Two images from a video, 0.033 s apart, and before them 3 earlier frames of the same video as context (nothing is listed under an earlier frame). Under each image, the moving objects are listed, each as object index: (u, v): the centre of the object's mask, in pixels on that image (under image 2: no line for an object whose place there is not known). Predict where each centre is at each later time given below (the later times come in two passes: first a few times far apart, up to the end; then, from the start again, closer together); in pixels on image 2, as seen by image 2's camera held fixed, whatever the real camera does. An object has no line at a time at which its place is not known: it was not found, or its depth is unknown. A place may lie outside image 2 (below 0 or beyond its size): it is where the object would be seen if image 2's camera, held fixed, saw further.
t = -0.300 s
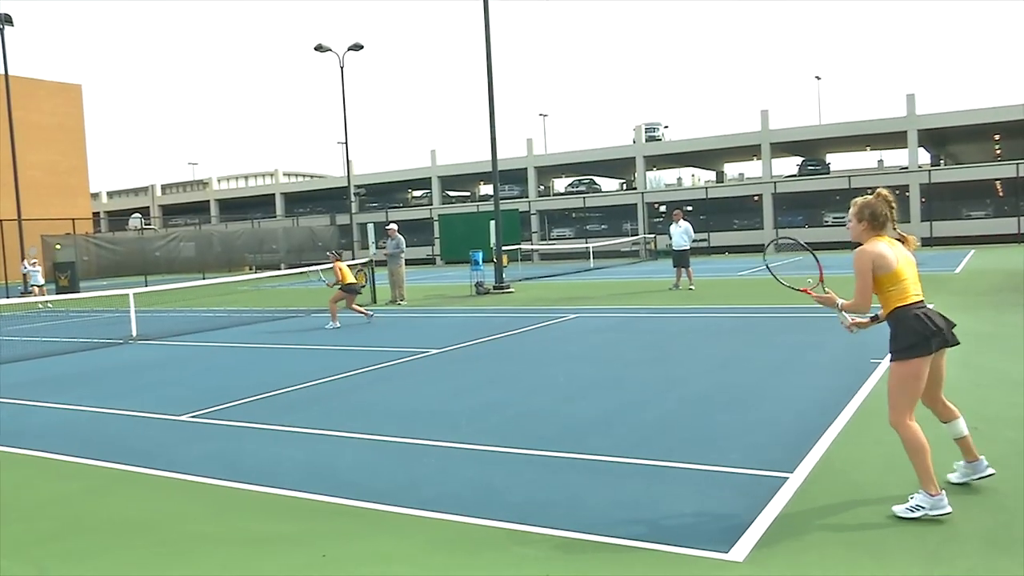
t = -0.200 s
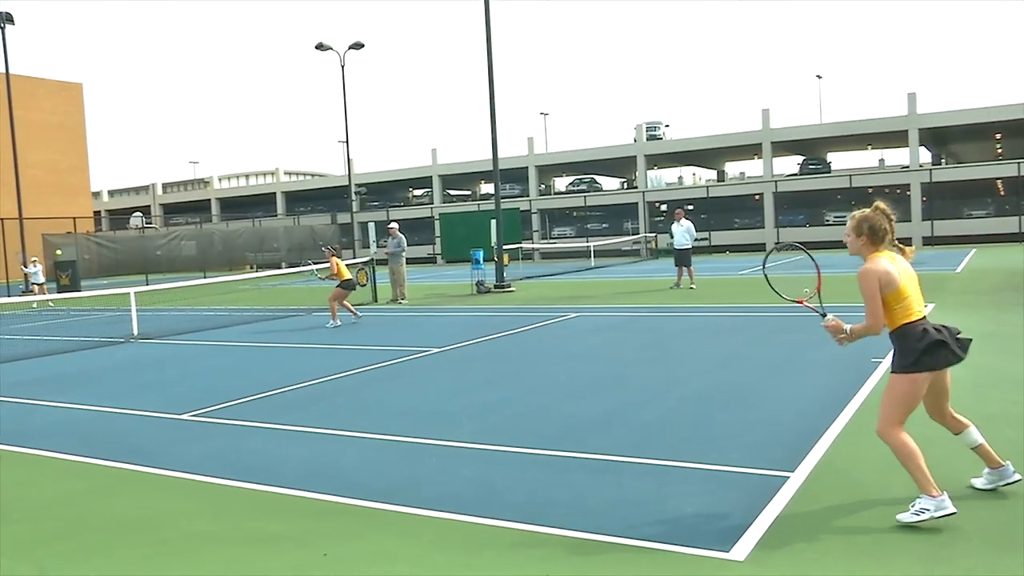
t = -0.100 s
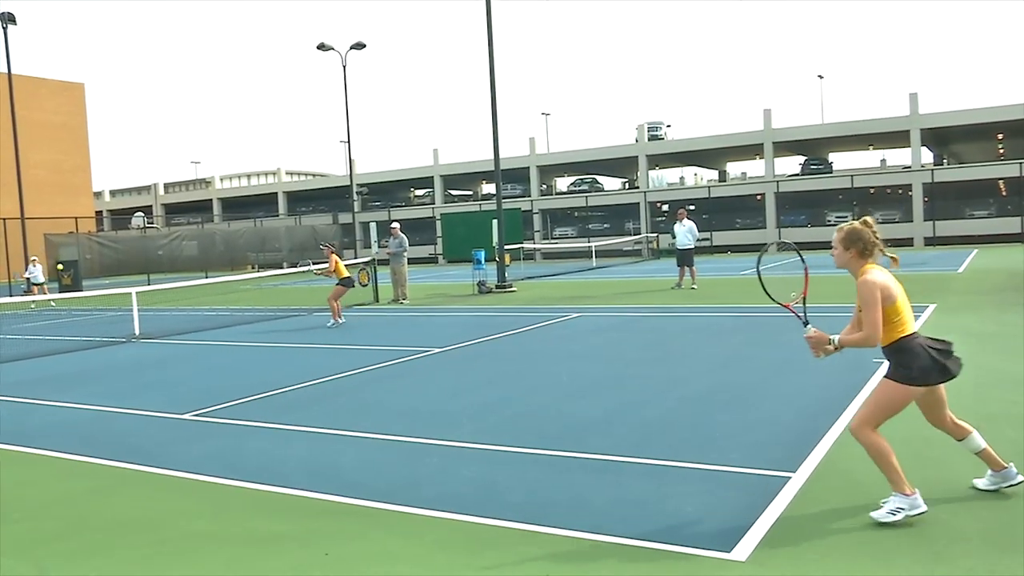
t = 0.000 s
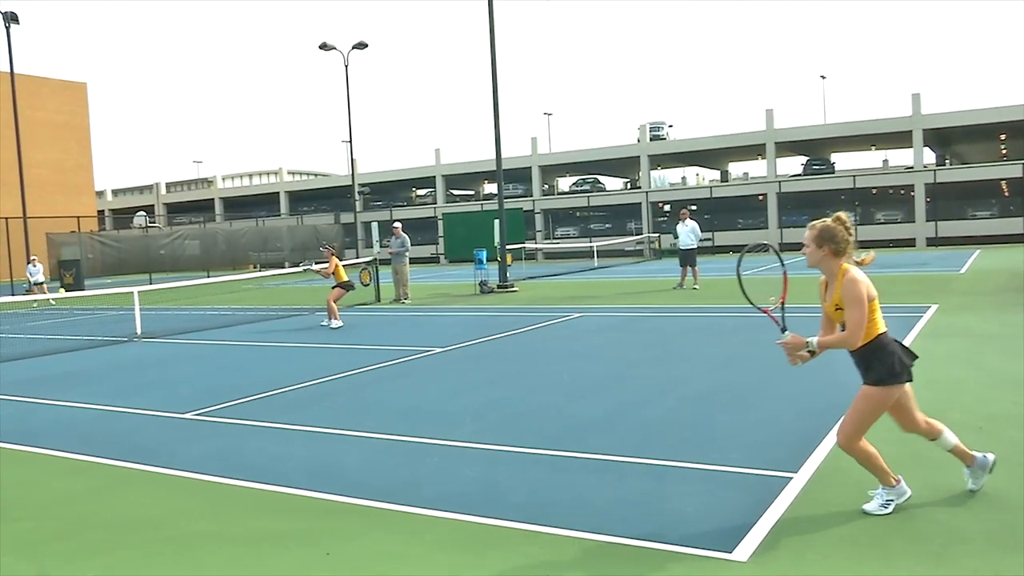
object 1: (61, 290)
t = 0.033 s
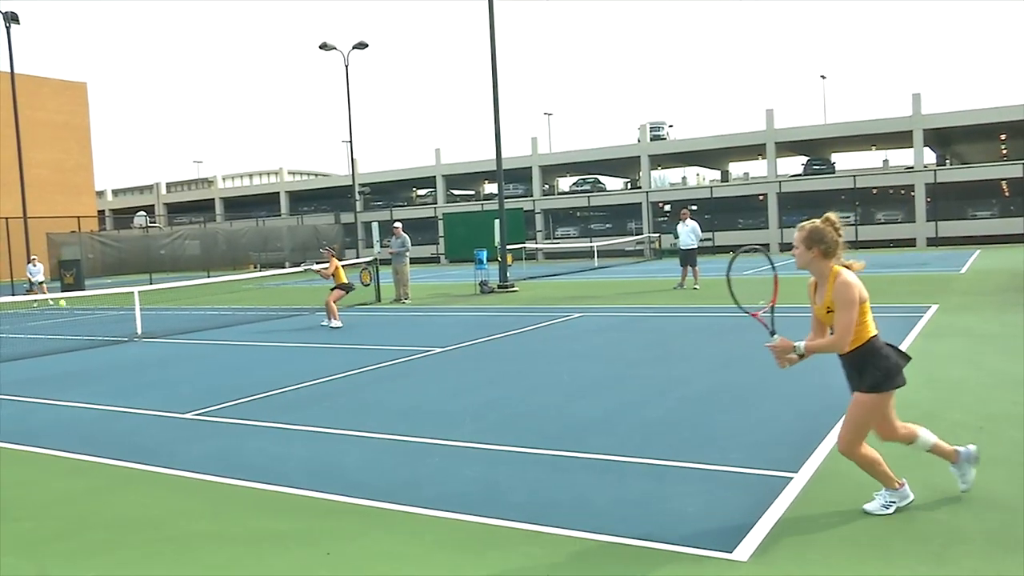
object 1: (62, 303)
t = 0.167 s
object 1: (63, 373)
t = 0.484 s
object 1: (48, 353)
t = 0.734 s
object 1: (28, 387)
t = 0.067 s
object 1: (62, 316)
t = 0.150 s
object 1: (63, 361)
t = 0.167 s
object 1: (63, 373)
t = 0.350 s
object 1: (56, 379)
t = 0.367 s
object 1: (55, 375)
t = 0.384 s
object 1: (54, 371)
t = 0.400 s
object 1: (53, 367)
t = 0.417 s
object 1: (52, 364)
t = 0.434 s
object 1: (51, 361)
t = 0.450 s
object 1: (50, 358)
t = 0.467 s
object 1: (49, 355)
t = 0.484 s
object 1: (48, 353)
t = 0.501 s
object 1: (47, 351)
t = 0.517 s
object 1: (45, 350)
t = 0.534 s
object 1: (44, 348)
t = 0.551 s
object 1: (43, 348)
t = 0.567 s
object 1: (42, 348)
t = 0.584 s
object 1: (41, 348)
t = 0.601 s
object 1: (40, 349)
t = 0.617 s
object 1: (38, 351)
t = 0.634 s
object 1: (37, 353)
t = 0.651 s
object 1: (36, 357)
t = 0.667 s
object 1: (34, 360)
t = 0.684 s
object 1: (33, 366)
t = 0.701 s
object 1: (32, 372)
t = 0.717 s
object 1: (30, 379)
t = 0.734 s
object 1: (28, 387)
